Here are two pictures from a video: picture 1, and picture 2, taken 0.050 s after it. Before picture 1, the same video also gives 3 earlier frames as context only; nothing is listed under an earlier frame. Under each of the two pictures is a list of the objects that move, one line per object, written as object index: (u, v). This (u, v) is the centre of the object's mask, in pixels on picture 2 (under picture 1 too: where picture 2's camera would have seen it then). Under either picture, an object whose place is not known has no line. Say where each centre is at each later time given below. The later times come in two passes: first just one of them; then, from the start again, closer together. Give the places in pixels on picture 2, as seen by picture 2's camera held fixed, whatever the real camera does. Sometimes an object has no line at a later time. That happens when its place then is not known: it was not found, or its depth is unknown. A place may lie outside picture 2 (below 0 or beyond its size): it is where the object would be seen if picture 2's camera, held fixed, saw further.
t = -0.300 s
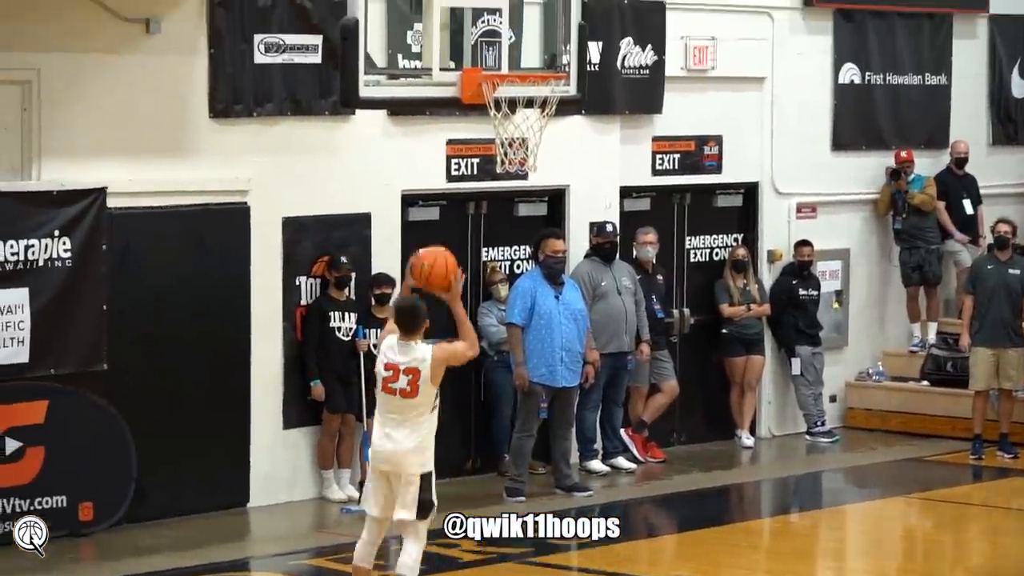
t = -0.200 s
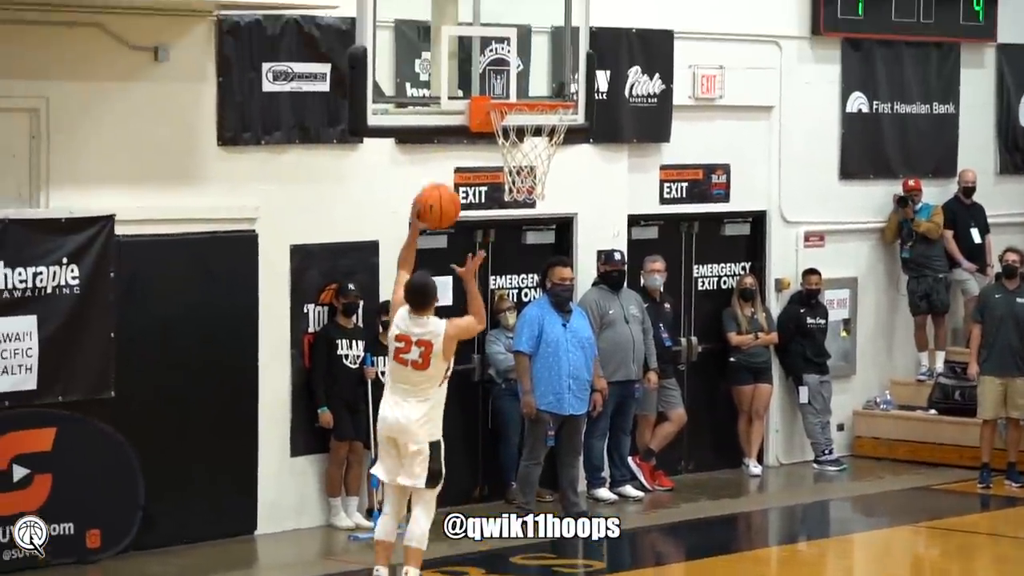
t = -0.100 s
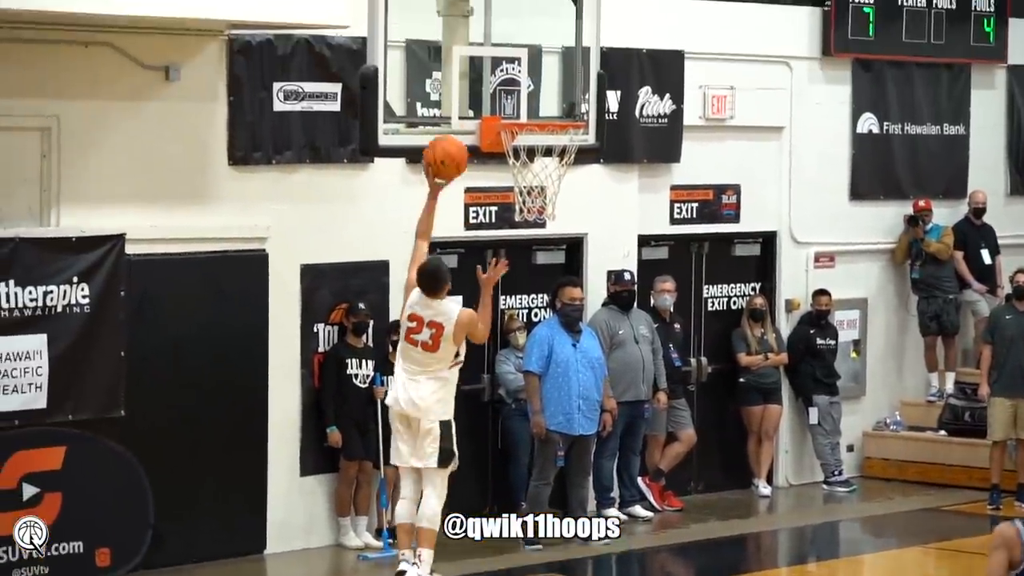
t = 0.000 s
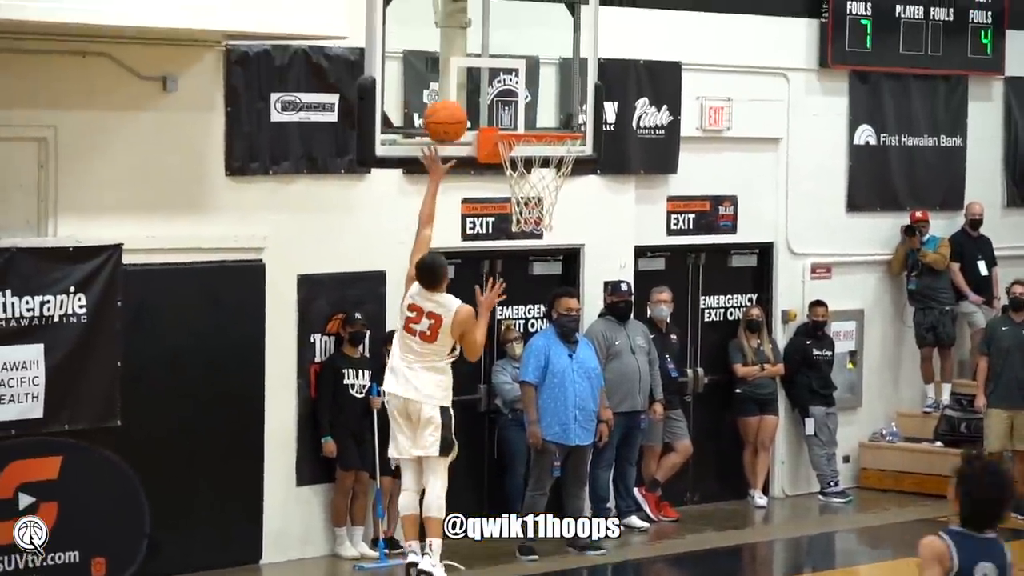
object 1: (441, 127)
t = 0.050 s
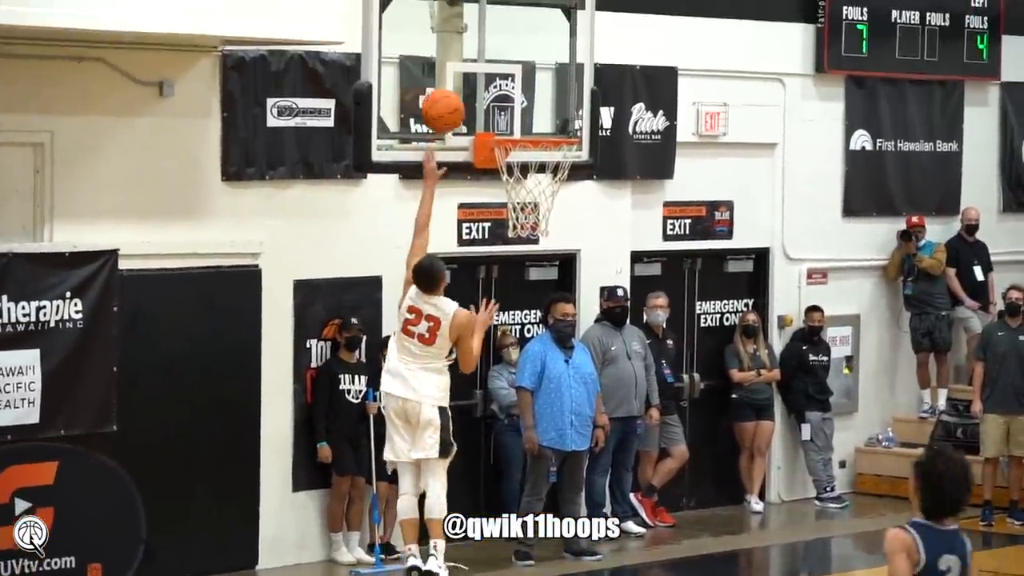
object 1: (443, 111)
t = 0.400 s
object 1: (513, 111)
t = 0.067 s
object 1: (445, 107)
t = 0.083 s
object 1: (449, 105)
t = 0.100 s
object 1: (454, 102)
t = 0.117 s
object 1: (458, 101)
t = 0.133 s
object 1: (463, 100)
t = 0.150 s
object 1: (467, 100)
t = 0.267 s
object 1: (498, 111)
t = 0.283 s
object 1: (502, 114)
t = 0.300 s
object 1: (506, 117)
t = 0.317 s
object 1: (508, 114)
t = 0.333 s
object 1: (509, 113)
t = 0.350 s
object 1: (510, 112)
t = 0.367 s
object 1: (511, 111)
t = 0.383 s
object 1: (512, 111)
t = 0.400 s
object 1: (513, 111)
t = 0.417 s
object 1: (514, 111)
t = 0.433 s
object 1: (515, 112)
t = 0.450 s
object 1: (517, 114)
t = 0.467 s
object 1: (518, 115)
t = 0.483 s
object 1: (519, 118)
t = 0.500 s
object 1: (520, 118)
